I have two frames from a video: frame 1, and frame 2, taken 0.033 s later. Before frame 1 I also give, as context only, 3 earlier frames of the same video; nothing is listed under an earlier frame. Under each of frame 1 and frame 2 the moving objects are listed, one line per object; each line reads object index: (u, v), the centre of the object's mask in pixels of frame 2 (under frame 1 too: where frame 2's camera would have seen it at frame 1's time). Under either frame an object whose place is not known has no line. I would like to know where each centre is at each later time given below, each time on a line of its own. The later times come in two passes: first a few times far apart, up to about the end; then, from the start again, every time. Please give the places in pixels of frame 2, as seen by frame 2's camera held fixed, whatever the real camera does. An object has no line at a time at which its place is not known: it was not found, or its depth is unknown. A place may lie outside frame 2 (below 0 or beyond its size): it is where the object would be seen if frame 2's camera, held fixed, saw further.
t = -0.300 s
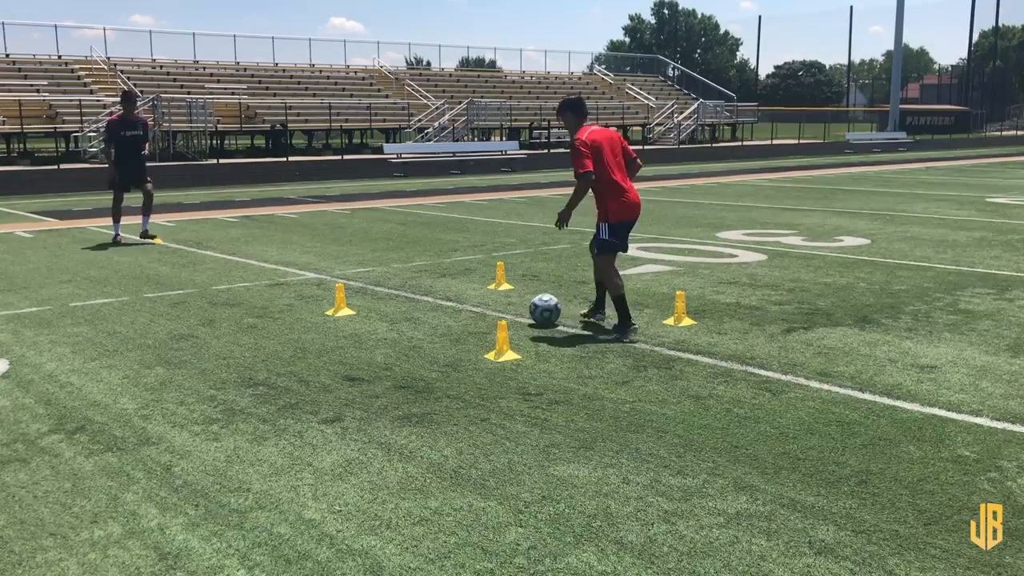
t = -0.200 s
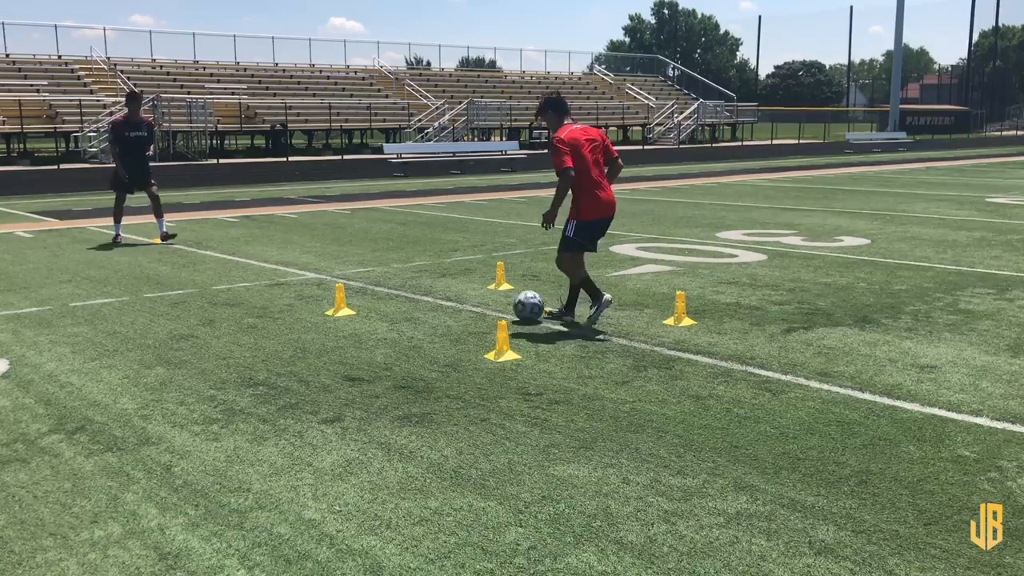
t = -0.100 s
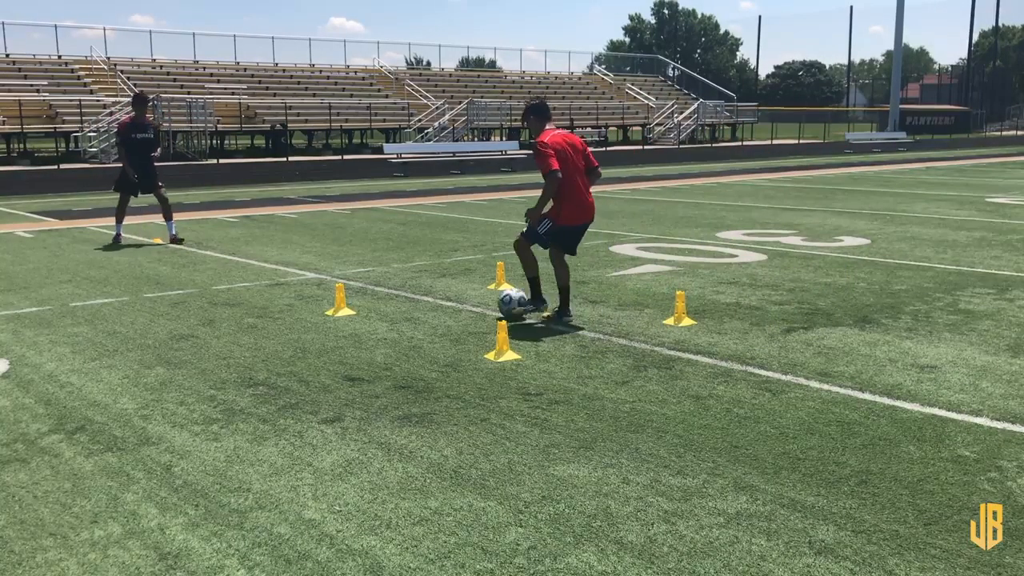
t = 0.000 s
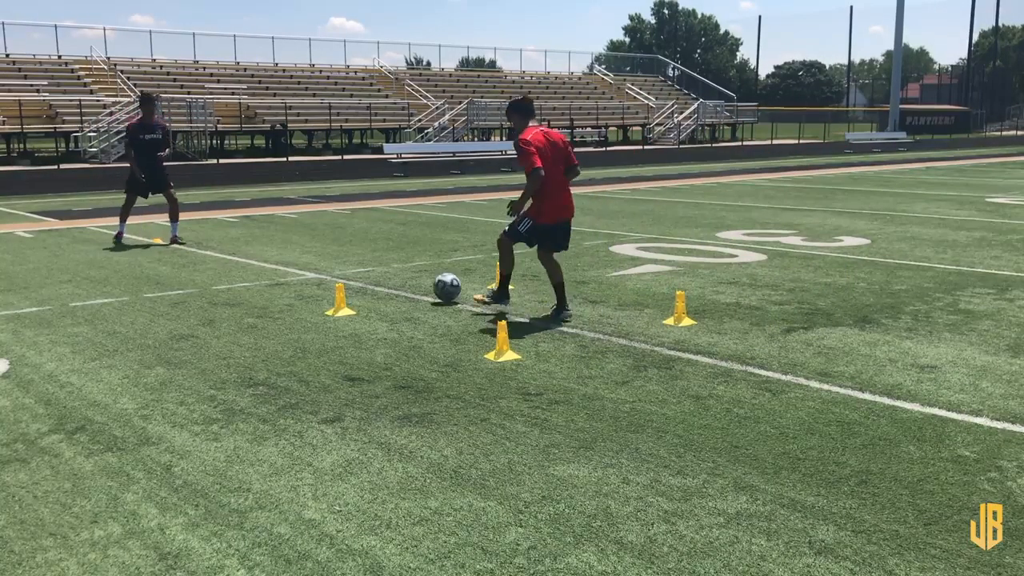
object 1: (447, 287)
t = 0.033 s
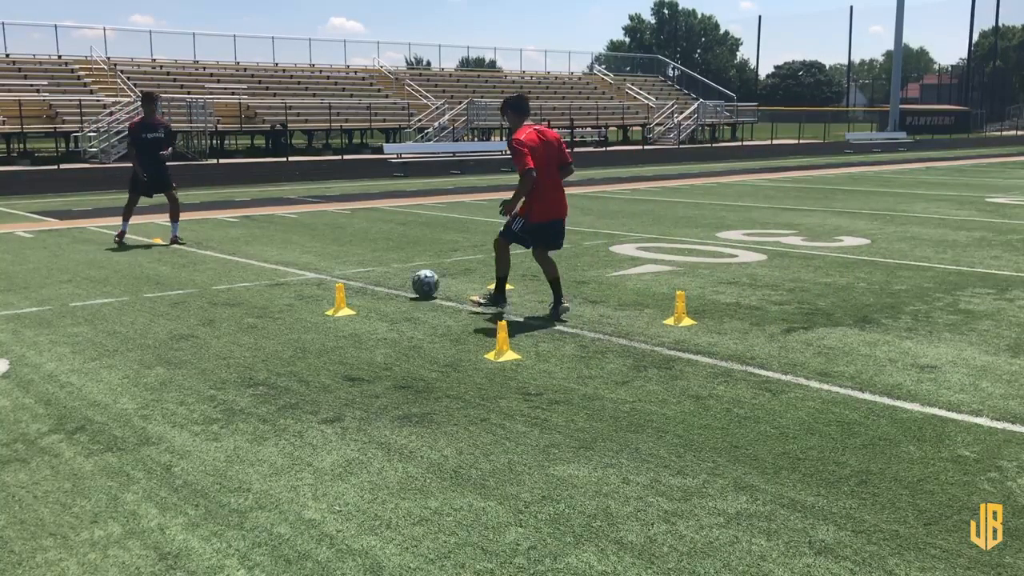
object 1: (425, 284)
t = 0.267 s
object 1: (314, 258)
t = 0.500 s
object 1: (243, 245)
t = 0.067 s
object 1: (405, 281)
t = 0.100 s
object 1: (387, 275)
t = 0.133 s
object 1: (370, 272)
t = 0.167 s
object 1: (354, 269)
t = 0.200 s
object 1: (340, 266)
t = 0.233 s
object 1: (326, 261)
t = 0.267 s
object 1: (314, 258)
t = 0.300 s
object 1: (301, 257)
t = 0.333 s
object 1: (289, 256)
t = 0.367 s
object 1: (279, 253)
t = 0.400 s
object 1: (269, 251)
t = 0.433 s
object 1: (260, 249)
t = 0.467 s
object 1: (251, 247)
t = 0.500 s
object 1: (243, 245)
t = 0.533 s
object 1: (235, 244)
